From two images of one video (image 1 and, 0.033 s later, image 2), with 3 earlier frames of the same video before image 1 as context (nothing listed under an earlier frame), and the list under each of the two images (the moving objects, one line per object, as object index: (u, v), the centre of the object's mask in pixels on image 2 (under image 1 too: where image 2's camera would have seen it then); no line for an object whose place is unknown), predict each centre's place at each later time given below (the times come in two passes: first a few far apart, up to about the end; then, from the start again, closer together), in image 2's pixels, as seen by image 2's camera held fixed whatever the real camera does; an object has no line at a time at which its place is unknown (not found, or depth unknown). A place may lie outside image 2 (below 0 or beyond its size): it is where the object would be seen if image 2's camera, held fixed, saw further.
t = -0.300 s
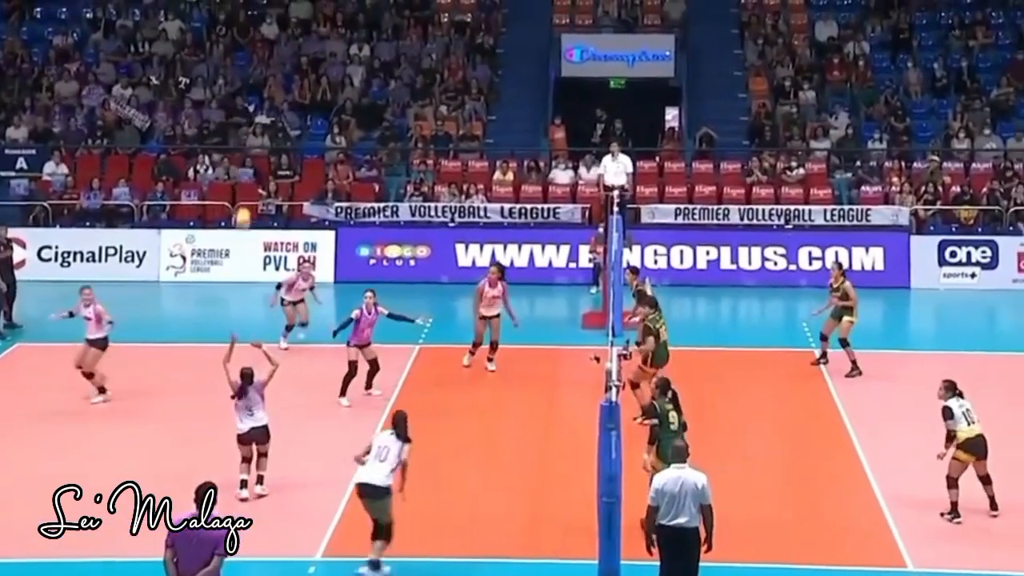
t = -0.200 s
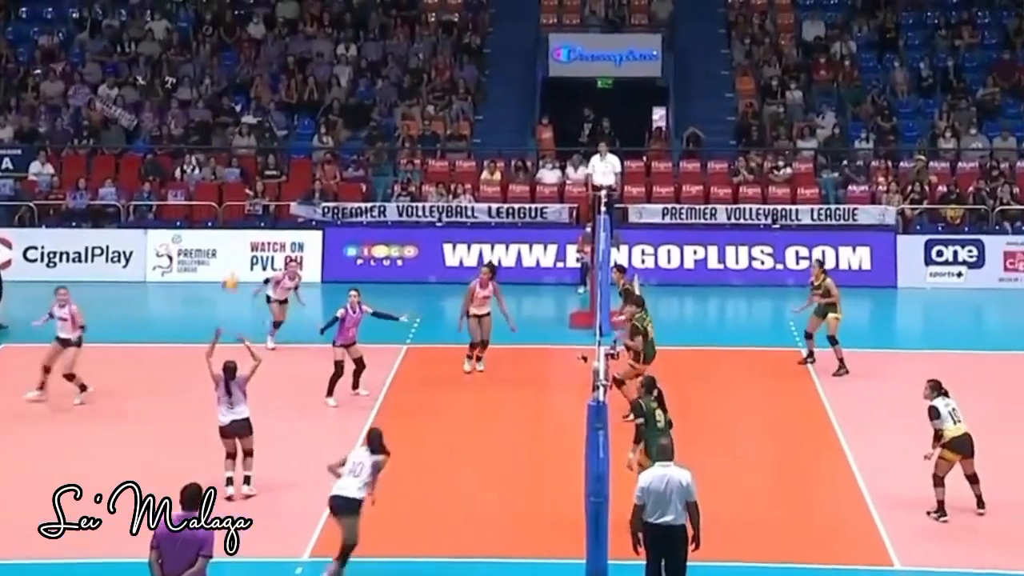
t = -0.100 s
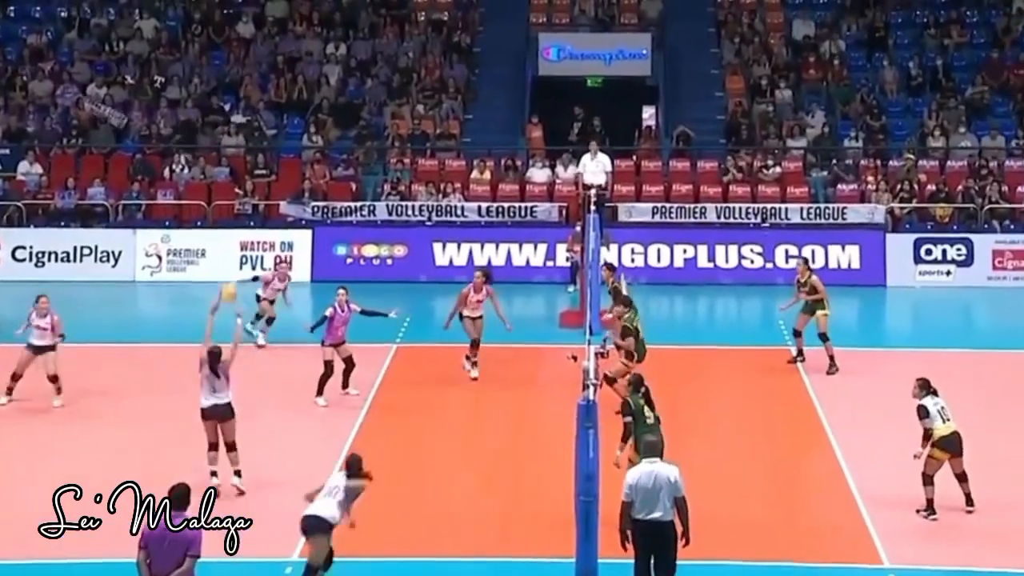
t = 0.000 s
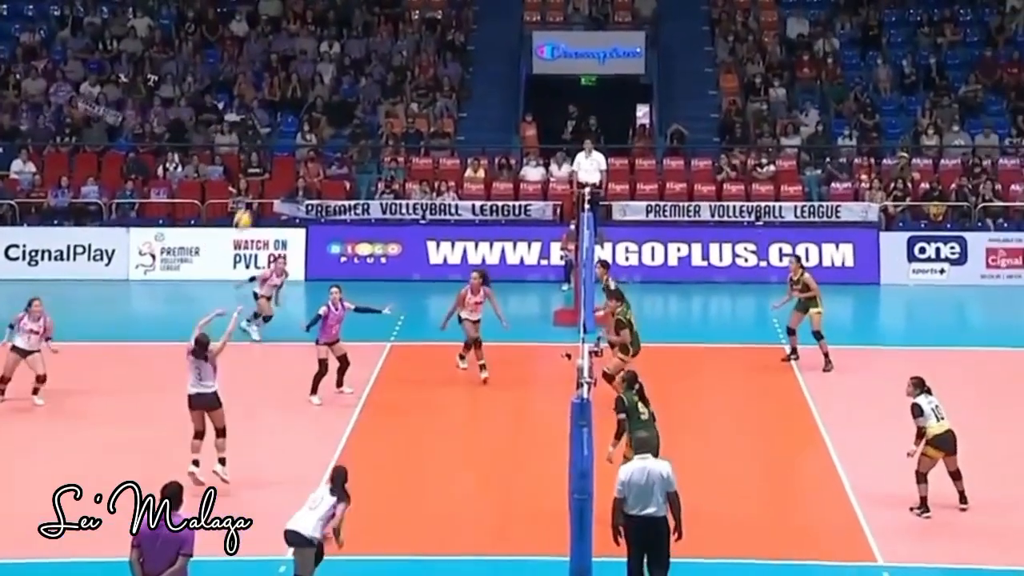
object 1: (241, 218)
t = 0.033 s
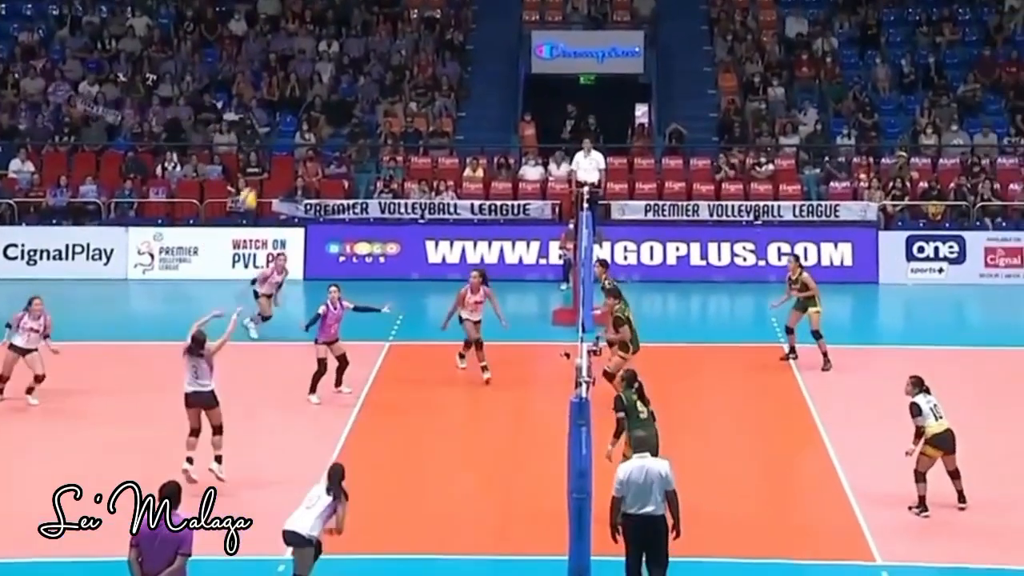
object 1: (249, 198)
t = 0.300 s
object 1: (296, 77)
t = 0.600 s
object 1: (343, 23)
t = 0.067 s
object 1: (254, 179)
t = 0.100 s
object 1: (261, 161)
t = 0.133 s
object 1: (268, 143)
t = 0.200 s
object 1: (279, 114)
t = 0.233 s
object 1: (285, 100)
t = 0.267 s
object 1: (291, 89)
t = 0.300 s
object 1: (296, 77)
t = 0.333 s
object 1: (301, 67)
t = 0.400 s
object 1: (311, 50)
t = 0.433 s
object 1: (317, 44)
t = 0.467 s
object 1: (322, 36)
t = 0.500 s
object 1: (327, 32)
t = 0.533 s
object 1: (333, 28)
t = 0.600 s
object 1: (343, 23)
